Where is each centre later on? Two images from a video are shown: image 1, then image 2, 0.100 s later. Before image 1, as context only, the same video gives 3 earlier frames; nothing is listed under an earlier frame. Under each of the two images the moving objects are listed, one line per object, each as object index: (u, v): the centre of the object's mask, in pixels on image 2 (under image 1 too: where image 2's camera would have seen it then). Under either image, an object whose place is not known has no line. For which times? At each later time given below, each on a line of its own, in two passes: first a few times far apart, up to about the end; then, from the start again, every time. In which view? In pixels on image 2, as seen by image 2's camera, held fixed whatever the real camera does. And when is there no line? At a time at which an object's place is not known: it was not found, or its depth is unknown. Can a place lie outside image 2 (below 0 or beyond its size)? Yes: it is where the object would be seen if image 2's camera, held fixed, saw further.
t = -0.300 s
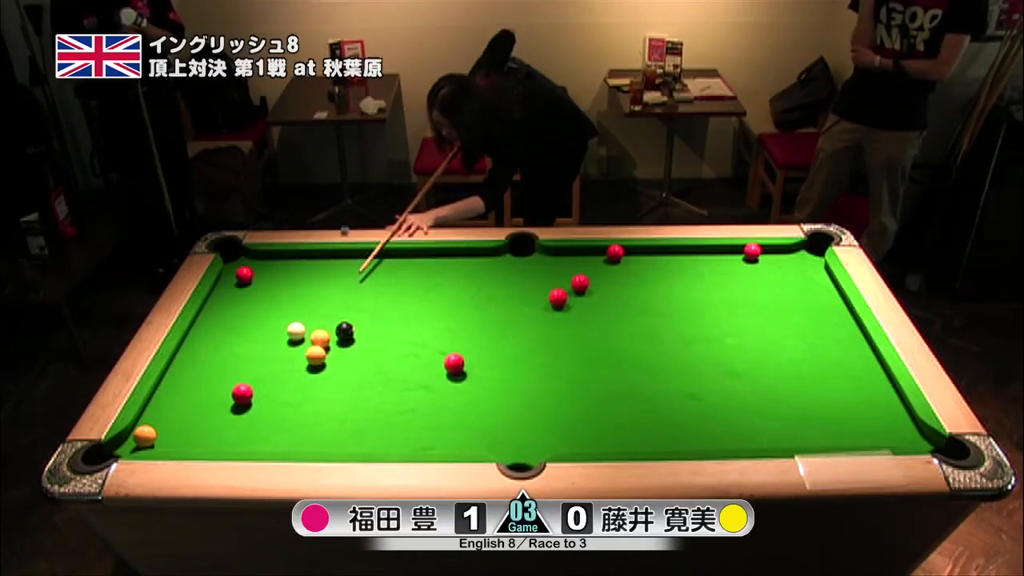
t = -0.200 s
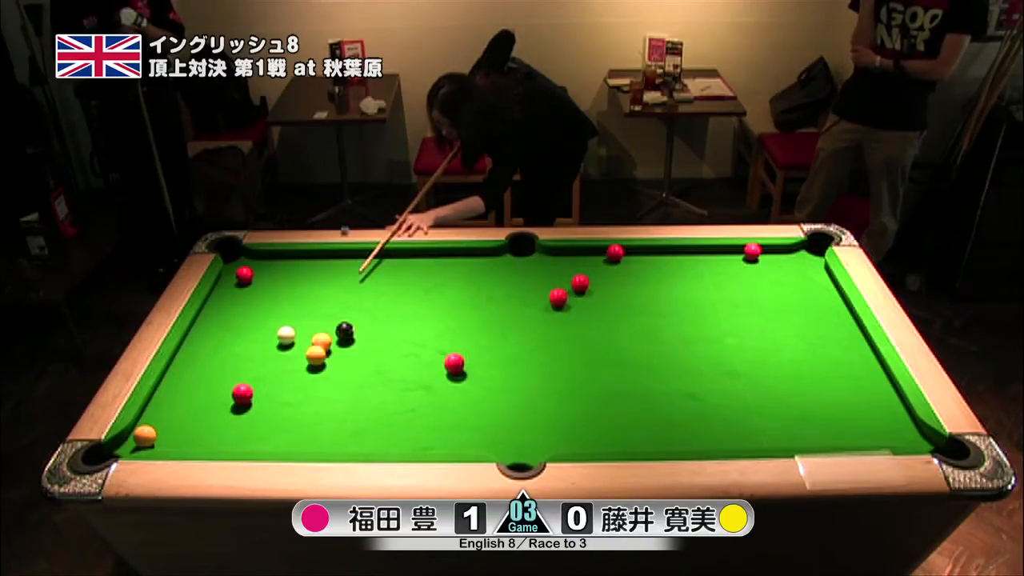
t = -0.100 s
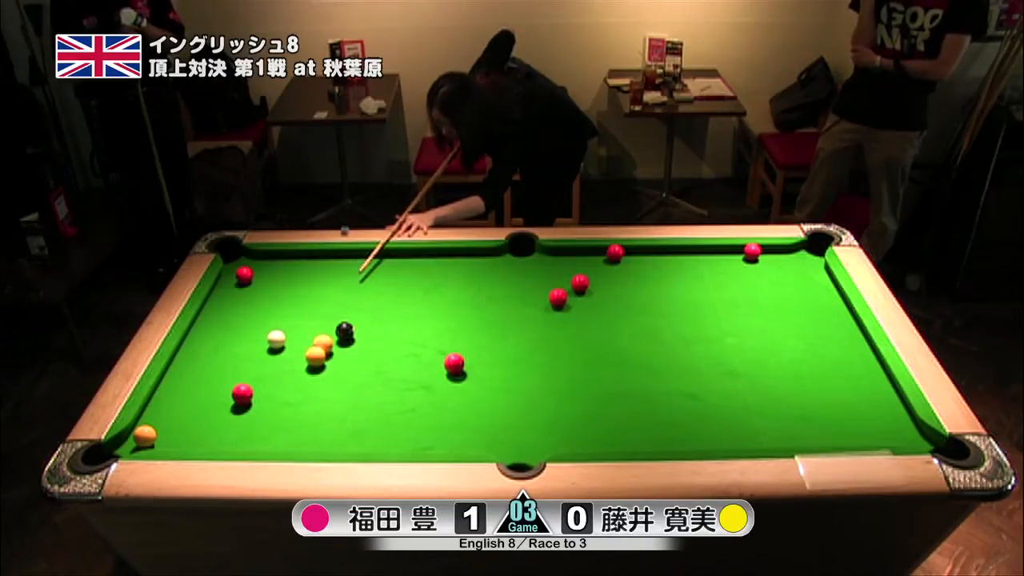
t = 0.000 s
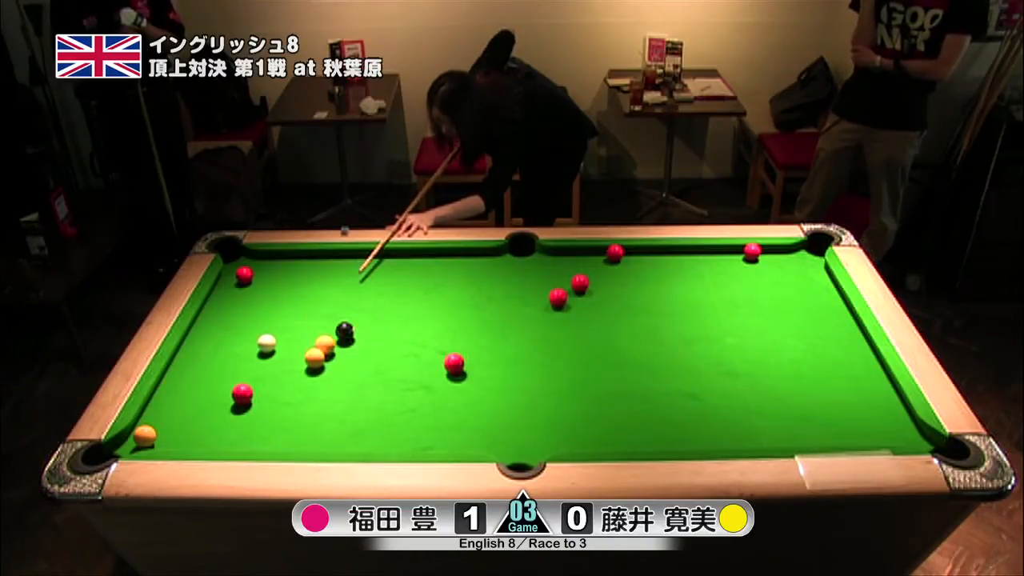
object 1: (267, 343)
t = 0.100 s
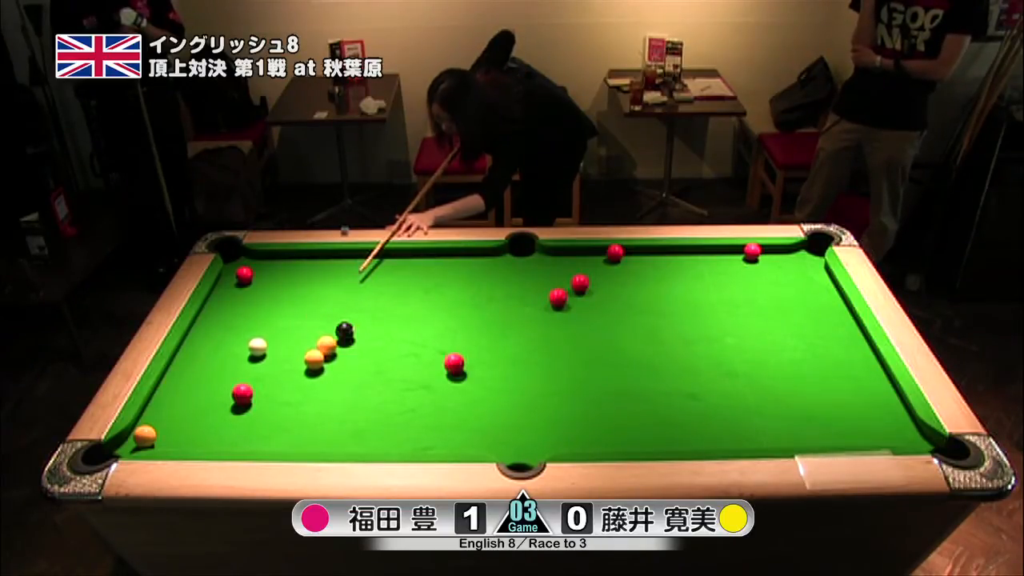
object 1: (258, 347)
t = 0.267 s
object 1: (243, 353)
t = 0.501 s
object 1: (225, 360)
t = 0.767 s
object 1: (207, 368)
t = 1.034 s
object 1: (193, 374)
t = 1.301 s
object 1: (181, 380)
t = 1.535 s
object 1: (174, 383)
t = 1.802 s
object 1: (168, 385)
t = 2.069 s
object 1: (166, 387)
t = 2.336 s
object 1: (165, 387)
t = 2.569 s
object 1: (165, 387)
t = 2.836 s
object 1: (165, 387)
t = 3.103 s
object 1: (165, 387)
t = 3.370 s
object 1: (165, 387)
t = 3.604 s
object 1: (165, 387)
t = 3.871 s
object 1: (165, 387)
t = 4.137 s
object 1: (165, 387)
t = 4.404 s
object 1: (165, 387)
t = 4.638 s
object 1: (165, 387)
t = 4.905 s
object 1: (165, 387)
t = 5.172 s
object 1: (165, 387)
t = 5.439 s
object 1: (165, 387)
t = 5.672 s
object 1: (165, 387)
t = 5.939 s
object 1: (165, 387)
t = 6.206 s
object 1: (165, 387)
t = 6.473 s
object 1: (165, 387)
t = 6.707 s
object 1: (165, 387)
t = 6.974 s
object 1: (165, 387)
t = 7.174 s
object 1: (165, 387)
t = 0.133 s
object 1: (254, 348)
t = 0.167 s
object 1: (252, 349)
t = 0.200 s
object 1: (249, 350)
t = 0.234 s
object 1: (246, 352)
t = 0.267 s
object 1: (243, 353)
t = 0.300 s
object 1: (240, 354)
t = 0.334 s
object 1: (238, 355)
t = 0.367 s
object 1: (235, 356)
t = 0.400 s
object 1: (233, 357)
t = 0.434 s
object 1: (230, 358)
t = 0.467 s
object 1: (227, 359)
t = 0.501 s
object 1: (225, 360)
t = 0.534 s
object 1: (223, 361)
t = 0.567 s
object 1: (220, 362)
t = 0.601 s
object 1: (218, 363)
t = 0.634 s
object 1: (216, 364)
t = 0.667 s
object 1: (214, 365)
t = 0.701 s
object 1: (211, 366)
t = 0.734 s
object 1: (209, 367)
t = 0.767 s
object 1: (207, 368)
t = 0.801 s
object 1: (205, 369)
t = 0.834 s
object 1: (203, 370)
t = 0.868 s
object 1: (202, 370)
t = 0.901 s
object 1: (200, 371)
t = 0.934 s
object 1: (198, 372)
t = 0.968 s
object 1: (196, 373)
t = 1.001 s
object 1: (194, 374)
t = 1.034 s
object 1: (193, 374)
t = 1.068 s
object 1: (191, 375)
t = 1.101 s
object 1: (190, 376)
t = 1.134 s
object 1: (188, 376)
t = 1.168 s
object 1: (187, 377)
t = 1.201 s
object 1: (185, 378)
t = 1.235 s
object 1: (184, 378)
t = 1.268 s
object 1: (182, 379)
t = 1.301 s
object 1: (181, 380)
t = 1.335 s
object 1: (180, 380)
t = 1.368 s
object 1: (179, 381)
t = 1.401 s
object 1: (178, 381)
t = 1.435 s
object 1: (176, 381)
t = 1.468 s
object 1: (175, 382)
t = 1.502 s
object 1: (175, 382)
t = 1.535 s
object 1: (174, 383)
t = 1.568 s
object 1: (173, 383)
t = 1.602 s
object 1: (172, 384)
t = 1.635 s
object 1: (171, 384)
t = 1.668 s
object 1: (170, 384)
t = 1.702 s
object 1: (170, 385)
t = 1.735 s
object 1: (169, 385)
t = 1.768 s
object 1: (169, 385)
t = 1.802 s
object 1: (168, 385)
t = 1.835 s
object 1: (168, 386)
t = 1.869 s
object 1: (167, 386)
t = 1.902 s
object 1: (167, 386)
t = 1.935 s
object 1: (167, 386)
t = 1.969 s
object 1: (166, 386)
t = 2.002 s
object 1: (166, 387)
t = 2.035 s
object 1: (166, 387)
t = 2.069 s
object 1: (166, 387)
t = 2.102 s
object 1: (166, 387)
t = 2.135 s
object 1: (166, 387)
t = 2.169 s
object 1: (166, 387)
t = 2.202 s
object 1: (165, 387)
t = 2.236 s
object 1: (165, 387)
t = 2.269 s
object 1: (165, 387)
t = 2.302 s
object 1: (165, 387)
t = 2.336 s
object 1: (165, 387)
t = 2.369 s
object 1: (165, 387)
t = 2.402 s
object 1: (165, 387)
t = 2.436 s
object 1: (165, 387)
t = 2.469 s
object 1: (165, 387)
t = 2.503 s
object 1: (165, 387)
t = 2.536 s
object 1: (165, 387)
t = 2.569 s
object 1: (165, 387)
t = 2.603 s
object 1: (165, 387)
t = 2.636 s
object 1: (165, 387)
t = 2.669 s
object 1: (165, 387)
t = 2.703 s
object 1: (165, 387)
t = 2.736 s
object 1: (165, 387)
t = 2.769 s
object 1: (165, 387)
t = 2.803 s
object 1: (165, 387)
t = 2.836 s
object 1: (165, 387)
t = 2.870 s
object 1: (165, 387)
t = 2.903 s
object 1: (165, 387)
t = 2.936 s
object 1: (165, 387)
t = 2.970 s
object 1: (165, 387)
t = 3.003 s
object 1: (165, 387)
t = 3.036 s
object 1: (165, 387)
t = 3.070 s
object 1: (165, 387)
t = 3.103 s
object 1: (165, 387)
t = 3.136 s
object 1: (165, 387)
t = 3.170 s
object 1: (165, 387)
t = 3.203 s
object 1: (165, 387)
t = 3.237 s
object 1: (165, 387)
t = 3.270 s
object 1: (165, 387)
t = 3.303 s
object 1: (165, 387)
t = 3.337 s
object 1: (165, 387)
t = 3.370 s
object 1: (165, 387)
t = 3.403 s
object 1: (165, 387)
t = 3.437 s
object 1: (165, 387)
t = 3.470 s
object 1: (165, 387)
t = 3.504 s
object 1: (165, 387)
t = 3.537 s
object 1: (165, 387)
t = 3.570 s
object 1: (165, 387)
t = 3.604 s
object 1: (165, 387)
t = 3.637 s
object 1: (165, 387)
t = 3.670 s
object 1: (165, 387)
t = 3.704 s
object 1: (165, 387)
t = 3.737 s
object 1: (165, 387)
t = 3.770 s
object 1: (165, 387)
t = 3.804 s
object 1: (165, 387)
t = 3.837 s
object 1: (165, 387)
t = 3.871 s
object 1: (165, 387)
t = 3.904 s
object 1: (165, 387)
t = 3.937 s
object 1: (165, 387)
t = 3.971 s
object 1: (165, 387)
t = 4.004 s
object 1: (165, 387)
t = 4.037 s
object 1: (165, 387)
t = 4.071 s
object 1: (165, 387)
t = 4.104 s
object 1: (165, 387)
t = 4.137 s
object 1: (165, 387)
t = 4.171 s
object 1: (165, 387)
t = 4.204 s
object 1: (165, 387)
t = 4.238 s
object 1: (165, 387)
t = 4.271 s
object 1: (165, 387)
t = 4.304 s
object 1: (165, 387)
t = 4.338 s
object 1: (165, 387)
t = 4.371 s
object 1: (165, 387)
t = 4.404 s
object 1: (165, 387)
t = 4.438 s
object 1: (165, 387)
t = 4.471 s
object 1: (165, 387)
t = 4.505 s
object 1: (165, 387)
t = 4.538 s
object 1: (165, 387)
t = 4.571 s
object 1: (165, 387)
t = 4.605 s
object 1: (165, 387)
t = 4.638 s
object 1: (165, 387)
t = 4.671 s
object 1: (165, 387)
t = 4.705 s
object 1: (165, 387)
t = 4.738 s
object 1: (165, 387)
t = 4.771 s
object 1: (165, 387)
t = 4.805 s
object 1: (165, 387)
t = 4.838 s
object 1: (165, 387)
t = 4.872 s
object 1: (165, 387)
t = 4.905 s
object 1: (165, 387)
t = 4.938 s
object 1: (165, 387)
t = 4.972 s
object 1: (165, 387)
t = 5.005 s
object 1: (165, 387)
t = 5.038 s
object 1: (165, 387)
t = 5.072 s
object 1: (165, 387)
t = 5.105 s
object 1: (165, 387)
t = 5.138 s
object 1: (165, 387)
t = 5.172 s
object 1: (165, 387)
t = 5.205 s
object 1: (165, 387)
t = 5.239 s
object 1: (165, 387)
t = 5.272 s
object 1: (165, 387)
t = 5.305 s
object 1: (165, 387)
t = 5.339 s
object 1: (165, 387)
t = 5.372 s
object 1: (165, 387)
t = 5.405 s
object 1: (165, 387)
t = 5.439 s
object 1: (165, 387)
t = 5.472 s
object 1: (165, 387)
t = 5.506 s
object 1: (165, 387)
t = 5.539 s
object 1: (165, 387)
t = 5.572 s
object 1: (165, 387)
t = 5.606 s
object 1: (165, 387)
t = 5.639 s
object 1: (165, 387)
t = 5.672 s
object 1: (165, 387)
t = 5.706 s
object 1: (165, 387)
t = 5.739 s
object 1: (165, 387)
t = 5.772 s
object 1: (165, 387)
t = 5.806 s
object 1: (165, 387)
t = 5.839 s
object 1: (165, 387)
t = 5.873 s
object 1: (165, 387)
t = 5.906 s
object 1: (165, 387)
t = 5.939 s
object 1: (165, 387)
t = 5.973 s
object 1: (165, 387)
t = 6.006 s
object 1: (165, 387)
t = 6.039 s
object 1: (165, 387)
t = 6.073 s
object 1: (165, 387)
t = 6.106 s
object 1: (165, 387)
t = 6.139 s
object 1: (165, 387)
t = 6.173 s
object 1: (165, 387)
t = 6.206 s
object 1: (165, 387)
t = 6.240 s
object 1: (165, 387)
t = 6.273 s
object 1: (165, 387)
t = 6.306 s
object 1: (165, 387)
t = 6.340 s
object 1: (165, 387)
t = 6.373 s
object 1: (165, 387)
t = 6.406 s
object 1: (165, 387)
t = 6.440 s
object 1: (165, 387)
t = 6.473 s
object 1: (165, 387)
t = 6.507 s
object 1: (165, 387)
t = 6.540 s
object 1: (165, 387)
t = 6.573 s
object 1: (165, 387)
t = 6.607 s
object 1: (165, 387)
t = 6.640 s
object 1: (165, 387)
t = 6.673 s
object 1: (165, 387)
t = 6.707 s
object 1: (165, 387)
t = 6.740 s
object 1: (165, 387)
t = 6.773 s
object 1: (165, 387)
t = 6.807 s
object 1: (165, 387)
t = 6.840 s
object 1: (165, 387)
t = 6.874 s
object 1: (165, 387)
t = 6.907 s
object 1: (165, 387)
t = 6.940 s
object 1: (165, 387)
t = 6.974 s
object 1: (165, 387)
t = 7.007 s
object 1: (165, 387)
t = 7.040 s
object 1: (165, 388)
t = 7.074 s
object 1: (165, 387)
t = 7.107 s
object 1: (165, 387)
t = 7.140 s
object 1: (165, 387)
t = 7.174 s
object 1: (165, 387)
